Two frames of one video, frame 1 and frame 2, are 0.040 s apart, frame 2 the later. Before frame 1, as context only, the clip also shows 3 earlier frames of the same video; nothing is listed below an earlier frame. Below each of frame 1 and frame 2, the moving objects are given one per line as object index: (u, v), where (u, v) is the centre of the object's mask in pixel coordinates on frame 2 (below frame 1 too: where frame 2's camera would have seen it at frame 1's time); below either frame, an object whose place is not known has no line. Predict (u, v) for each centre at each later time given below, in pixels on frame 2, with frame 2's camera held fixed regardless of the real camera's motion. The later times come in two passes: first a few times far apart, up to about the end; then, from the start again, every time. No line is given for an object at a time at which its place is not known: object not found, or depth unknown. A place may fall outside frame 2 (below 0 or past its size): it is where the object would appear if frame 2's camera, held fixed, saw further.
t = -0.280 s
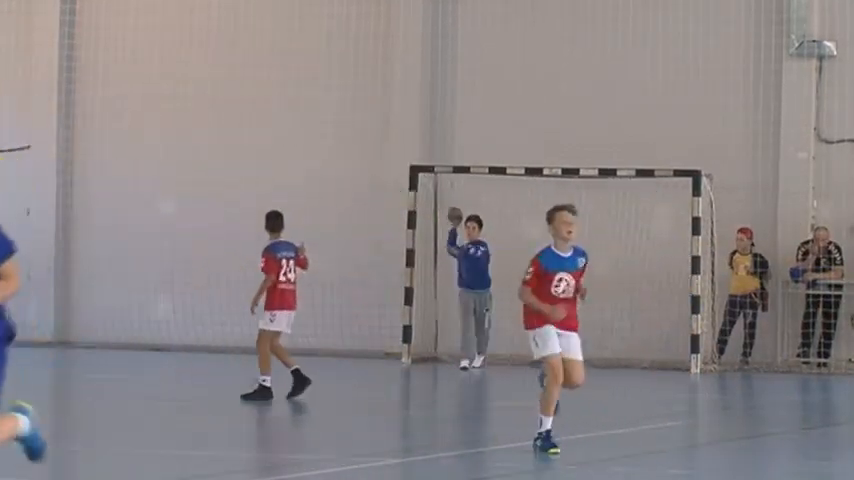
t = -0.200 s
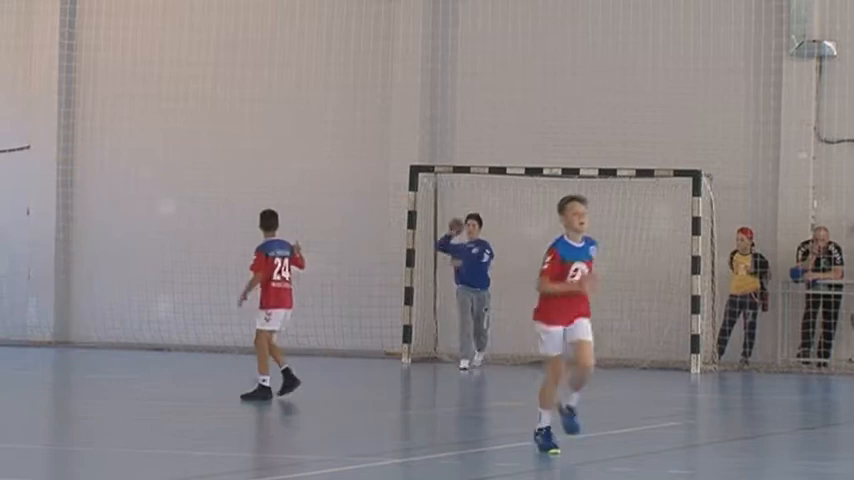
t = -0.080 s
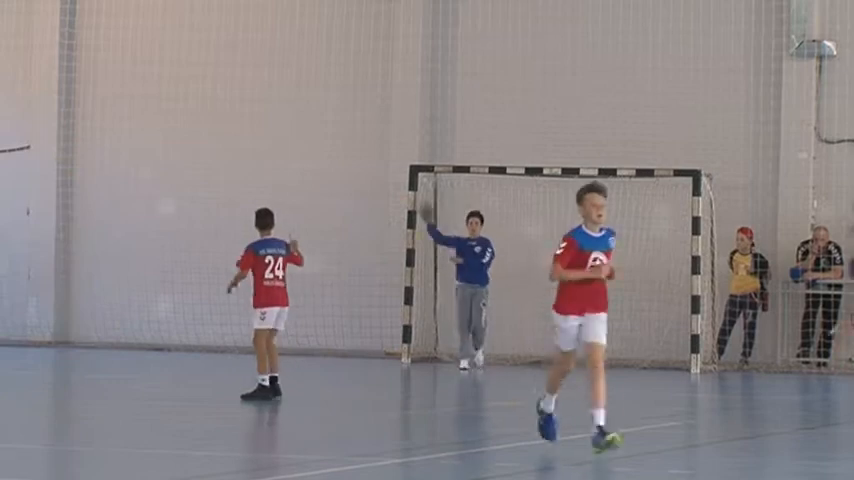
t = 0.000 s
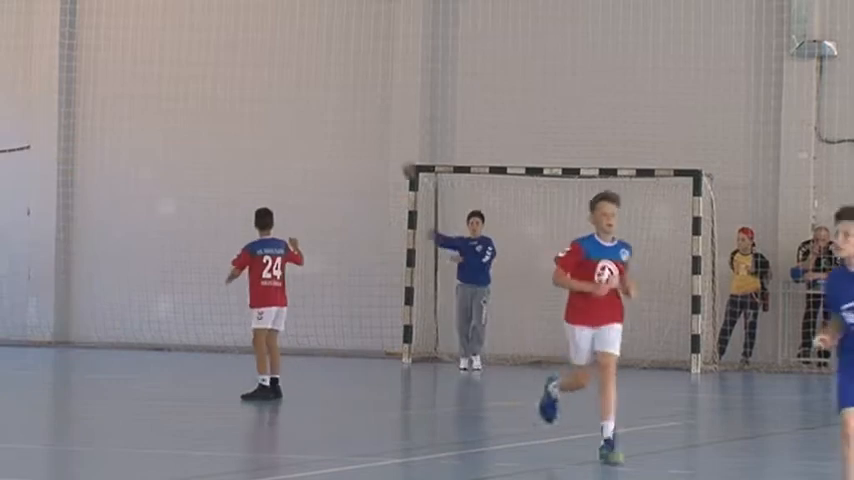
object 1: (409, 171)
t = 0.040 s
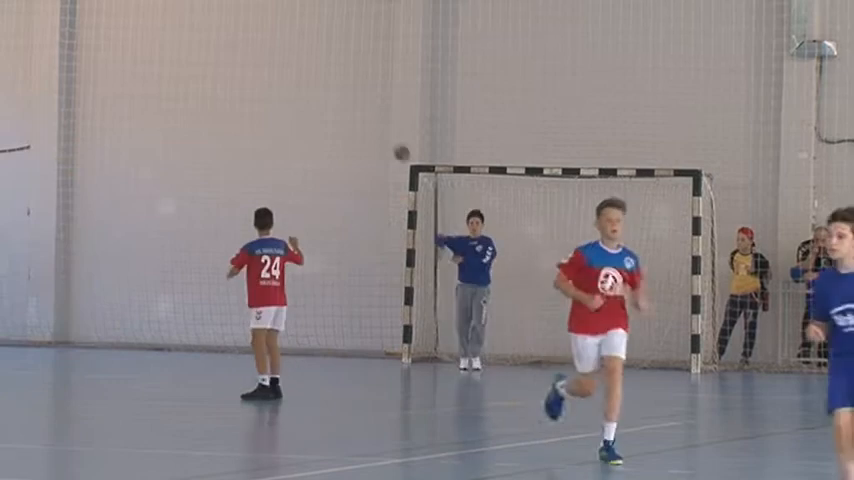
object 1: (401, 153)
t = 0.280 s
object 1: (349, 70)
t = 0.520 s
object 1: (291, 40)
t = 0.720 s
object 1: (237, 65)
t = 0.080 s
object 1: (393, 137)
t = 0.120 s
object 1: (384, 120)
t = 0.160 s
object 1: (375, 106)
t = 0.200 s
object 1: (366, 92)
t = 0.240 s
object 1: (358, 81)
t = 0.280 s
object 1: (349, 70)
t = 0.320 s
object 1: (340, 61)
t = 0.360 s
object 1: (330, 53)
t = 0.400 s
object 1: (321, 47)
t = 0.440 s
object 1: (311, 43)
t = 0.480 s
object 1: (301, 40)
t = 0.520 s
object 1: (291, 40)
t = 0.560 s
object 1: (279, 41)
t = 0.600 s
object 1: (268, 44)
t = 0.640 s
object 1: (258, 49)
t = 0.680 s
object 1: (247, 56)
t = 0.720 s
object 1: (237, 65)
